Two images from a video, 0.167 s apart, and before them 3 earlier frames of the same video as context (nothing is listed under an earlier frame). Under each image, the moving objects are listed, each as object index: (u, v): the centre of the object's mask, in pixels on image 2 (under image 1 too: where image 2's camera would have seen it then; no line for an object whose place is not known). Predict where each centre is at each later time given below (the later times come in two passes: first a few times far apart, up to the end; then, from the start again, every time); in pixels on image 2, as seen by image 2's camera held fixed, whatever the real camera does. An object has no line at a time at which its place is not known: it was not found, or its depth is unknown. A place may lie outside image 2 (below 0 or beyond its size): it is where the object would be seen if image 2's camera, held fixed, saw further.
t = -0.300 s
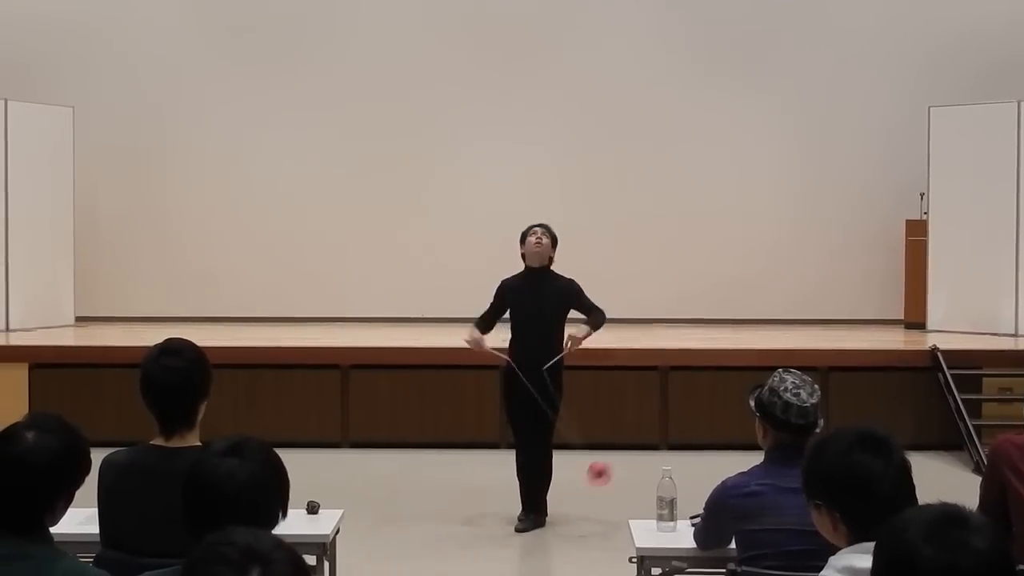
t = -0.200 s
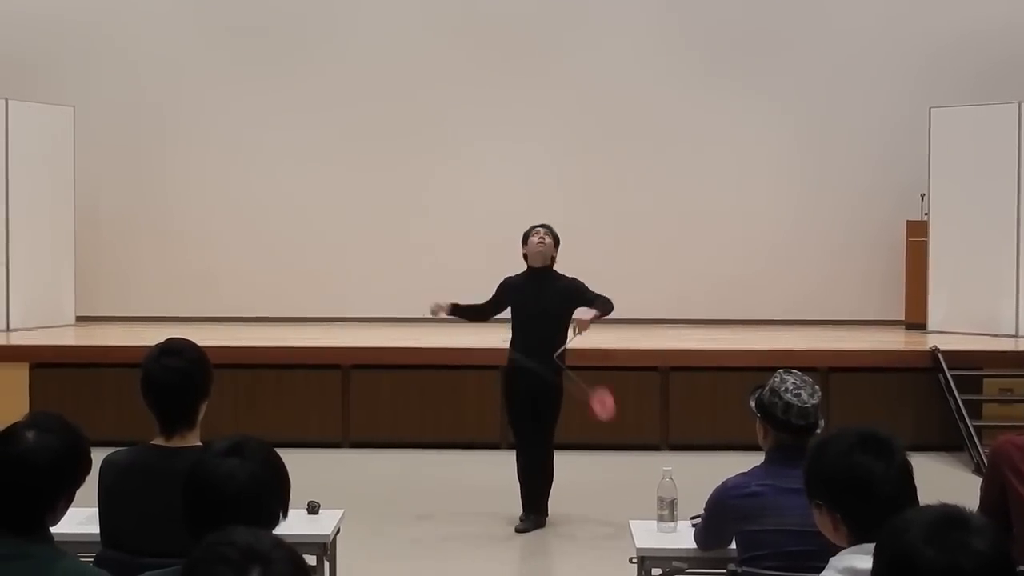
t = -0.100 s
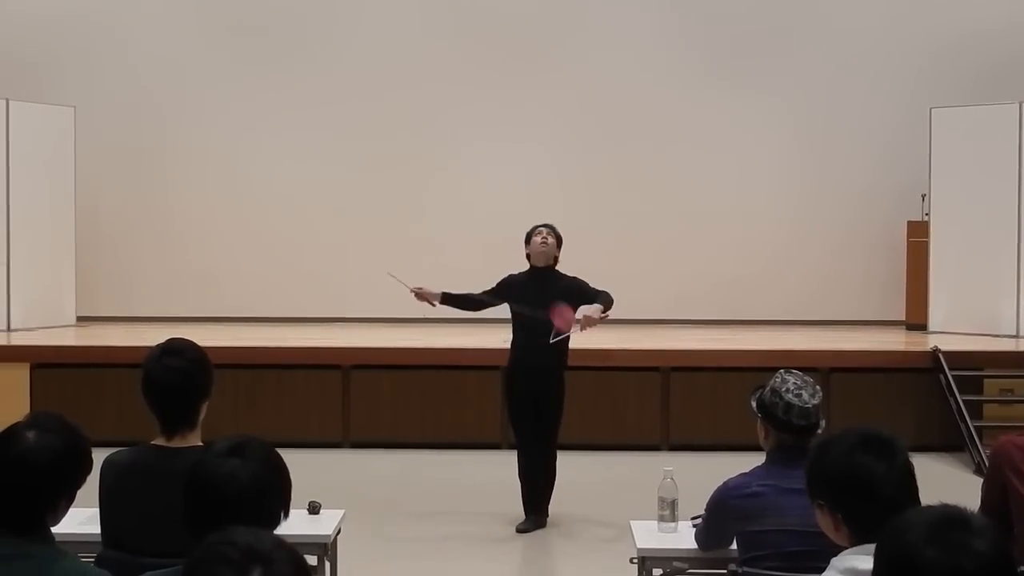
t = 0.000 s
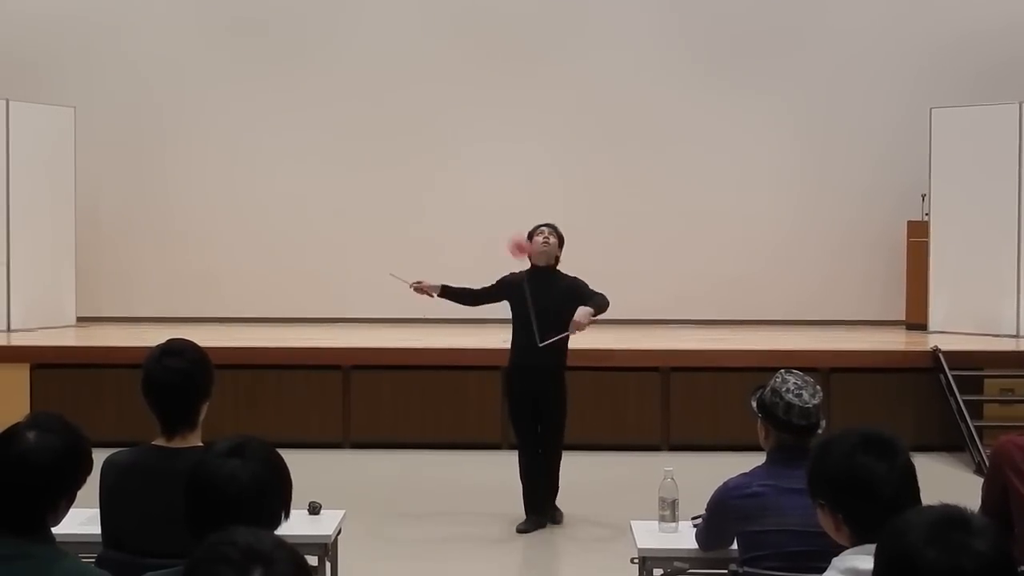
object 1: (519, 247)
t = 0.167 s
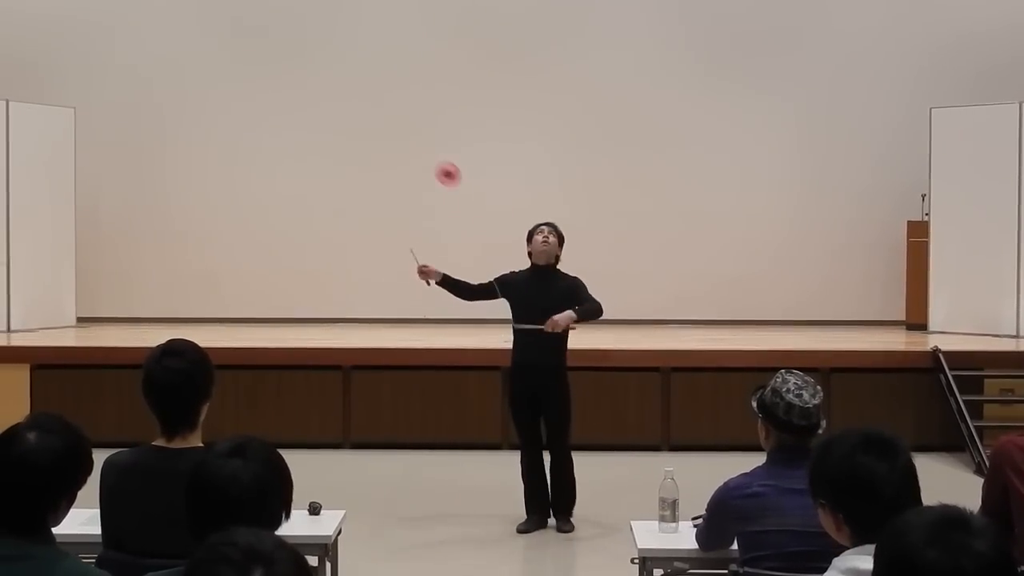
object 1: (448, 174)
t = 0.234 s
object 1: (420, 160)
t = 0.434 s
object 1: (349, 189)
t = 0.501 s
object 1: (334, 224)
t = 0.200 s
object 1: (434, 166)
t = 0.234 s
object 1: (420, 160)
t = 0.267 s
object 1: (405, 157)
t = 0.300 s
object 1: (391, 156)
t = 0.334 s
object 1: (379, 159)
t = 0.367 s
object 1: (368, 166)
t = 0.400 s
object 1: (358, 176)
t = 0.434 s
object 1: (349, 189)
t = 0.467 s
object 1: (341, 205)
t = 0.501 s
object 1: (334, 224)
